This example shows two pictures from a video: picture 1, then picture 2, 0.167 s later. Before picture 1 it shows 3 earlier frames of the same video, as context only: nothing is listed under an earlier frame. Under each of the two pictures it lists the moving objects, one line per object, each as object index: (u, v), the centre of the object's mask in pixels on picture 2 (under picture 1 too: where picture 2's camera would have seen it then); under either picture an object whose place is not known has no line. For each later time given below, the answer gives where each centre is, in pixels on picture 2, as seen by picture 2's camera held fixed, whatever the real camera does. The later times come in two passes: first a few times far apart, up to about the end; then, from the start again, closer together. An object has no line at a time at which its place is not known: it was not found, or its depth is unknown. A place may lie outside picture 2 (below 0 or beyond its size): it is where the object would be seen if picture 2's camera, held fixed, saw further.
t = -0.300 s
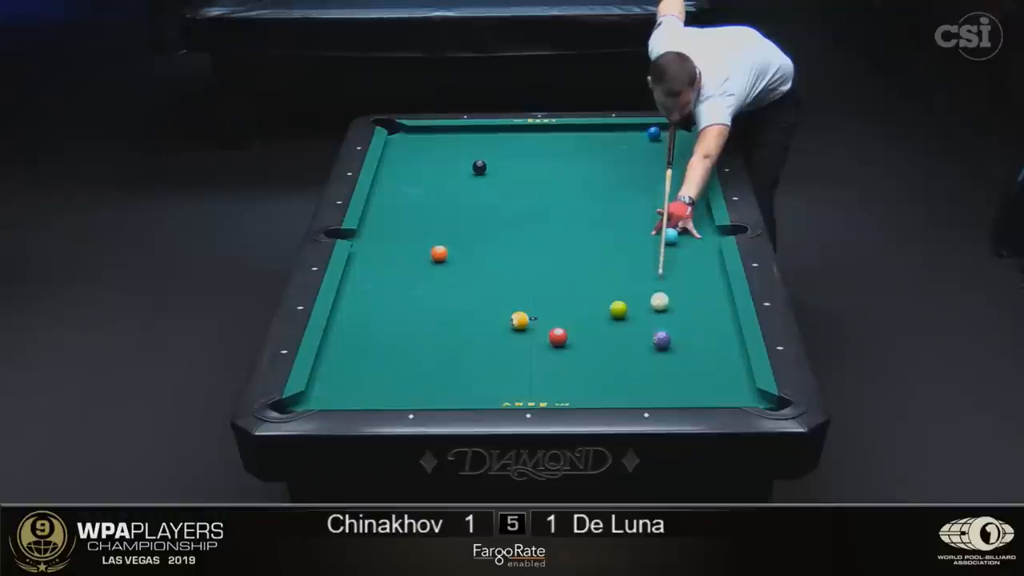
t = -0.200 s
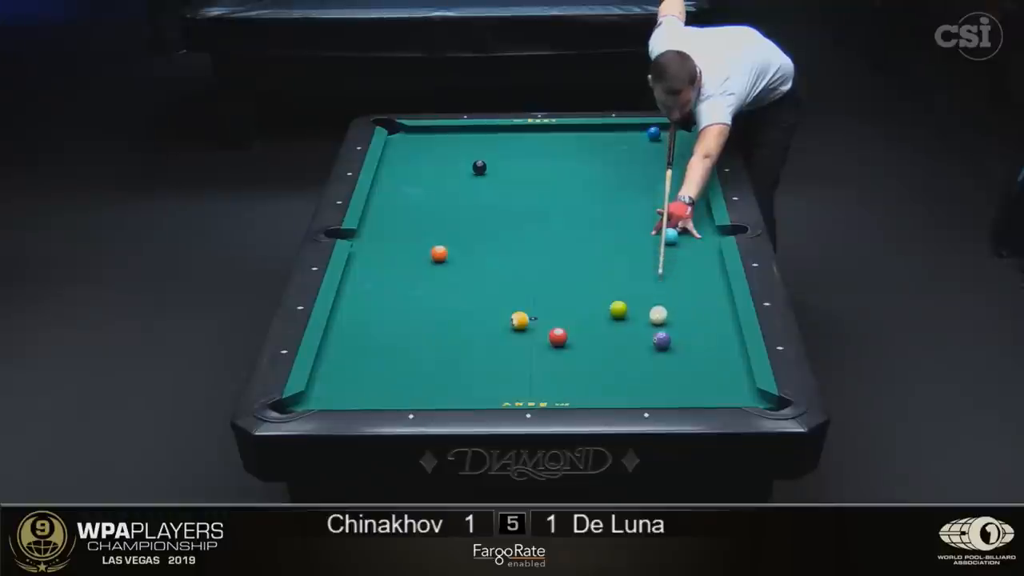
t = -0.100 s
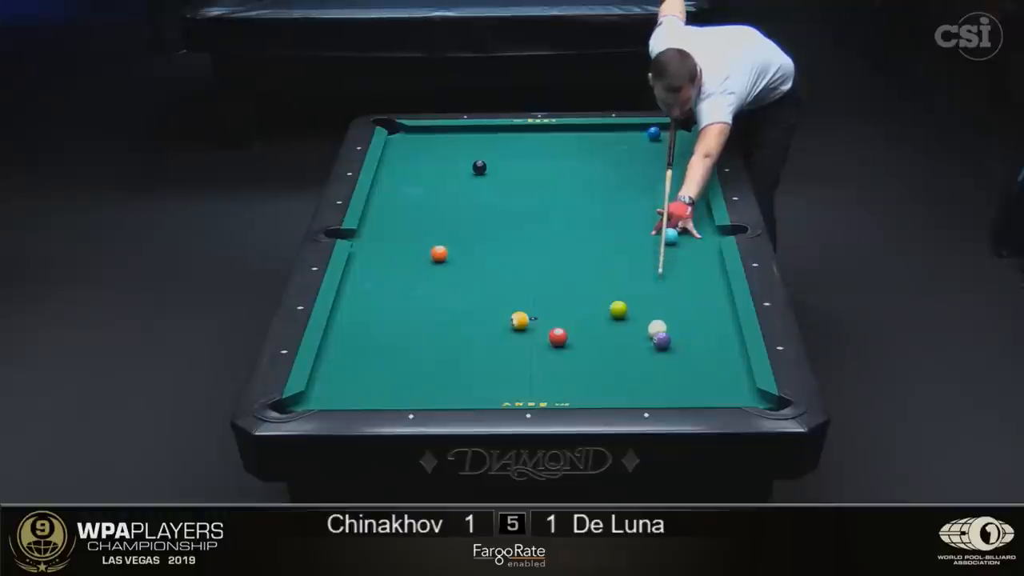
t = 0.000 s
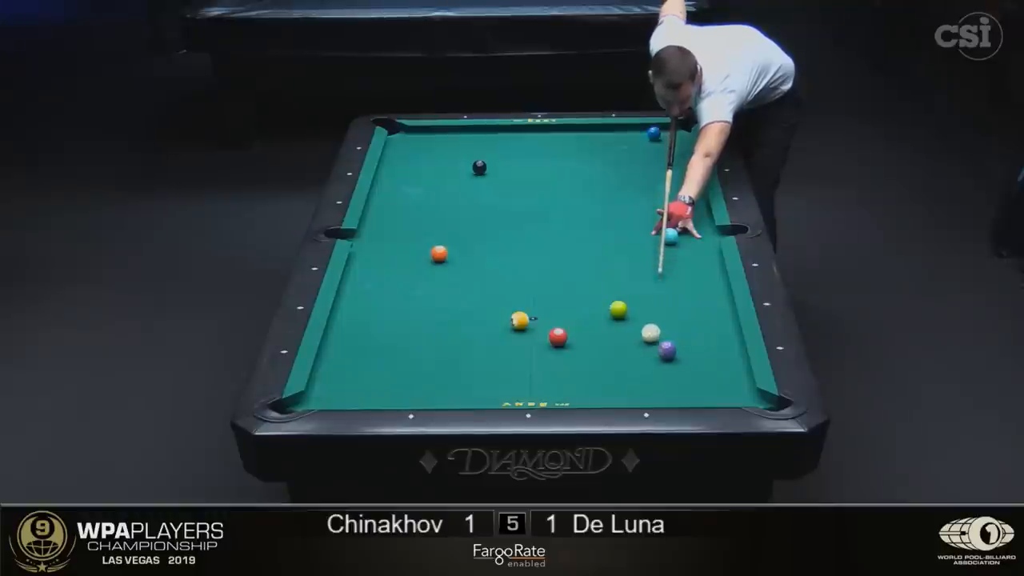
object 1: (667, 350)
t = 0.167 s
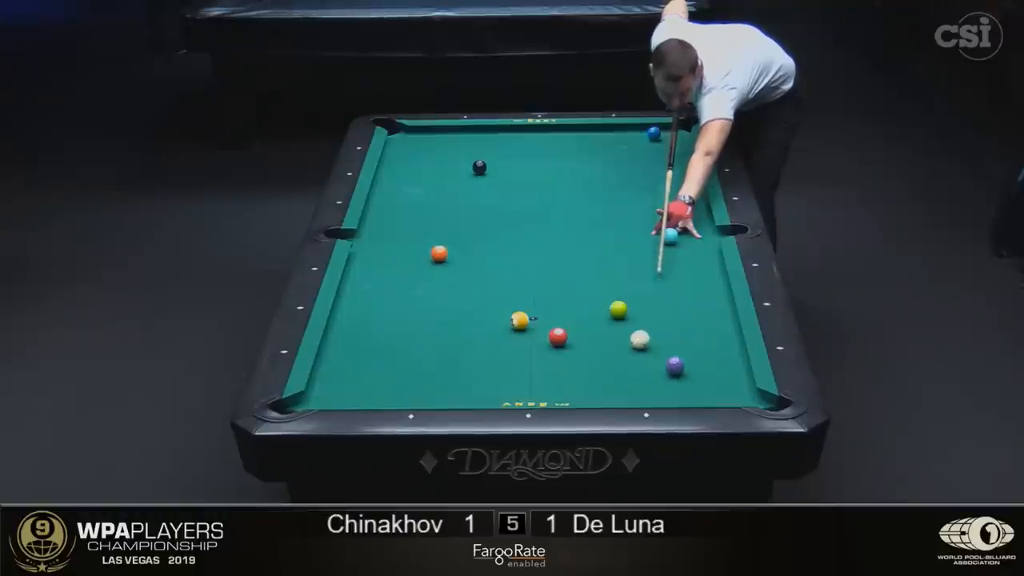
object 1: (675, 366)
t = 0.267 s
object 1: (679, 375)
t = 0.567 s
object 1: (691, 393)
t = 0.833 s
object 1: (693, 380)
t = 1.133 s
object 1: (695, 365)
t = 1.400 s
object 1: (696, 354)
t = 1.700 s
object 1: (698, 342)
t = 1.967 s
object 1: (699, 333)
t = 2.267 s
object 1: (700, 323)
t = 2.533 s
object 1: (701, 316)
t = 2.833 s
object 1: (701, 309)
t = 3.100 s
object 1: (702, 303)
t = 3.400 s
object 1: (703, 297)
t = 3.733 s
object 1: (704, 293)
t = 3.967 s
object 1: (702, 291)
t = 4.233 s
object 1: (701, 288)
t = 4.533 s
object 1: (702, 286)
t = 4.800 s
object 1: (703, 286)
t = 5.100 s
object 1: (703, 286)
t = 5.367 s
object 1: (703, 286)
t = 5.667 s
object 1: (703, 285)
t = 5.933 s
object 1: (703, 285)
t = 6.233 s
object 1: (703, 286)
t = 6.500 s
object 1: (703, 285)
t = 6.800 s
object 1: (703, 286)
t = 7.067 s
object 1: (703, 286)
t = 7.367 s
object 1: (703, 286)
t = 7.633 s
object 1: (703, 286)
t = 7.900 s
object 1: (703, 286)
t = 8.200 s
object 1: (703, 286)
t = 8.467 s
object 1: (704, 286)
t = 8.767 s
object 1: (704, 286)
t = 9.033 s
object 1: (703, 286)
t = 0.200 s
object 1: (676, 369)
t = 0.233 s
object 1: (678, 372)
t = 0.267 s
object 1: (679, 375)
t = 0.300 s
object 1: (681, 378)
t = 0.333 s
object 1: (682, 382)
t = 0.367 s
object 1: (684, 385)
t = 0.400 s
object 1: (686, 387)
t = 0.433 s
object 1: (687, 390)
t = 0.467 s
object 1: (689, 392)
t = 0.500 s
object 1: (690, 394)
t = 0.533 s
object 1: (691, 394)
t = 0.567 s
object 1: (691, 393)
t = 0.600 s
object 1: (692, 392)
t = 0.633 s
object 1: (692, 391)
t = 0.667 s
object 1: (692, 390)
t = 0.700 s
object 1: (692, 389)
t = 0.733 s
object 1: (693, 386)
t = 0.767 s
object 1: (693, 384)
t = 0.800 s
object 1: (693, 382)
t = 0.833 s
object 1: (693, 380)
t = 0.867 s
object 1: (693, 379)
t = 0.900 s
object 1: (694, 377)
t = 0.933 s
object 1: (694, 375)
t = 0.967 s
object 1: (694, 374)
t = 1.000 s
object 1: (694, 372)
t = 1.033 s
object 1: (694, 370)
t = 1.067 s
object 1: (694, 368)
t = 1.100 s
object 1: (694, 367)
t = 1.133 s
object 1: (695, 365)
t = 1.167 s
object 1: (695, 364)
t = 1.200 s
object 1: (695, 363)
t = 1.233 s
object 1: (695, 361)
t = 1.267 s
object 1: (695, 360)
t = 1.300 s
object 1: (696, 359)
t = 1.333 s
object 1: (696, 356)
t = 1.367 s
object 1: (696, 355)
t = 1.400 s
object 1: (696, 354)
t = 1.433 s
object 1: (696, 352)
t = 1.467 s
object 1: (696, 351)
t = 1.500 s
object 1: (697, 350)
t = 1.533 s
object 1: (697, 349)
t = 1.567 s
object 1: (697, 347)
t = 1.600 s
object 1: (697, 346)
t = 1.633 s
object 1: (697, 345)
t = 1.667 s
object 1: (698, 343)
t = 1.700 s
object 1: (698, 342)
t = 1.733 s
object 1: (698, 341)
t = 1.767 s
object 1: (698, 340)
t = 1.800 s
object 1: (698, 338)
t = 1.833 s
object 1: (698, 337)
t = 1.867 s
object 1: (698, 336)
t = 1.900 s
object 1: (699, 335)
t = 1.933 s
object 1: (699, 334)
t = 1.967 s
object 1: (699, 333)
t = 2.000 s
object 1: (699, 331)
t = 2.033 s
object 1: (699, 330)
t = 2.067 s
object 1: (699, 329)
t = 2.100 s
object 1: (699, 328)
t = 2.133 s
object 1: (699, 327)
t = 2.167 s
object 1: (700, 326)
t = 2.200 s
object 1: (700, 325)
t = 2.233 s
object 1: (700, 324)
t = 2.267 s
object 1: (700, 323)
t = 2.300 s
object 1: (700, 322)
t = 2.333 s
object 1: (700, 321)
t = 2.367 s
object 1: (700, 320)
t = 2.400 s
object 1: (700, 319)
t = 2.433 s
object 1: (700, 319)
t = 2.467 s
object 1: (700, 317)
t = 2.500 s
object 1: (700, 317)
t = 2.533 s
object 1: (701, 316)
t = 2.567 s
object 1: (701, 315)
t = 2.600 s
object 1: (701, 314)
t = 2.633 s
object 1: (701, 313)
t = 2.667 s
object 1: (701, 313)
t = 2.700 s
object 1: (701, 312)
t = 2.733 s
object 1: (701, 311)
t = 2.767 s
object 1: (701, 310)
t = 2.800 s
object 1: (701, 310)
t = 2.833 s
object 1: (701, 309)
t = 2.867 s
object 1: (702, 308)
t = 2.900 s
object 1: (702, 307)
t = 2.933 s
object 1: (702, 306)
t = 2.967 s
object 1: (702, 305)
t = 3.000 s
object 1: (702, 305)
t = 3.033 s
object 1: (702, 304)
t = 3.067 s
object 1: (702, 303)
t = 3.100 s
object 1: (702, 303)
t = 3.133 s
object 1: (702, 302)
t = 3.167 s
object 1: (702, 301)
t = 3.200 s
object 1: (702, 301)
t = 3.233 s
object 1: (703, 300)
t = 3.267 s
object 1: (703, 300)
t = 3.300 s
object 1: (703, 299)
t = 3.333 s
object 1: (703, 299)
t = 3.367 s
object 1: (703, 298)
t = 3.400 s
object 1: (703, 297)
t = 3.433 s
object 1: (703, 297)
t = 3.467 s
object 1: (704, 297)
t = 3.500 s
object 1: (704, 296)
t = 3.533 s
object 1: (703, 296)
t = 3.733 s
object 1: (704, 293)
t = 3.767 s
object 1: (702, 293)
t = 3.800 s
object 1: (702, 292)
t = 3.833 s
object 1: (702, 292)
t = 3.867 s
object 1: (702, 292)
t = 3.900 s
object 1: (702, 291)
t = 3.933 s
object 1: (702, 291)
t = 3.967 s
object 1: (702, 291)
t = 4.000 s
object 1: (702, 290)
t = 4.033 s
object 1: (702, 290)
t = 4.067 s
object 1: (702, 290)
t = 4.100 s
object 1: (702, 289)
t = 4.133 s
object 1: (701, 289)
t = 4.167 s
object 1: (701, 289)
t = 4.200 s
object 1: (701, 288)
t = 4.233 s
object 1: (701, 288)
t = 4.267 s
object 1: (702, 288)
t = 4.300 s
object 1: (701, 287)
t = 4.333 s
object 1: (702, 287)
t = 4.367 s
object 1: (702, 287)
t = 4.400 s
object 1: (702, 287)
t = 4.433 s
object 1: (702, 287)
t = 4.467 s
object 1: (702, 287)
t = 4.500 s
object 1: (702, 287)
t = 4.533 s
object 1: (702, 286)
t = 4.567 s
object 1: (702, 286)
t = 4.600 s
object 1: (702, 286)
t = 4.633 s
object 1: (702, 286)
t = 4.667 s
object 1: (702, 286)
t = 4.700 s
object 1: (703, 286)
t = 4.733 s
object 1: (703, 286)
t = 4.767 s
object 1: (703, 286)
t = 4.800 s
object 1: (703, 286)
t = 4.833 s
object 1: (703, 286)
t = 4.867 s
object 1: (703, 286)
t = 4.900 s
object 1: (703, 286)
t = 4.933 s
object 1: (703, 285)
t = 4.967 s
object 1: (703, 285)
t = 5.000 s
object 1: (703, 285)
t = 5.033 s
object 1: (703, 285)
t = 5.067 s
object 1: (703, 285)
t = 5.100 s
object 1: (703, 286)
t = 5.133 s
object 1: (703, 285)
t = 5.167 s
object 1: (703, 285)
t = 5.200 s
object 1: (703, 285)
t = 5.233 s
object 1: (703, 285)
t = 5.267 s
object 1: (703, 285)
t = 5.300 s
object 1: (703, 285)
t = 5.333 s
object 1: (703, 286)
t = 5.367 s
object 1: (703, 286)
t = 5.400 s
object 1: (703, 286)
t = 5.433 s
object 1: (703, 286)
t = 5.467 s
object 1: (703, 286)
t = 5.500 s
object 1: (703, 285)
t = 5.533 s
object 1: (703, 285)
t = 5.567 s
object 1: (703, 285)
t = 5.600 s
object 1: (703, 285)
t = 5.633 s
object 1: (703, 285)
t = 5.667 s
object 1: (703, 285)
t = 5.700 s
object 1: (703, 286)
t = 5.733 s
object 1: (703, 286)
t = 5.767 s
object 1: (703, 286)
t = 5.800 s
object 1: (703, 286)
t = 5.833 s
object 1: (703, 285)
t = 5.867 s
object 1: (703, 285)
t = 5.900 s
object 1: (703, 285)
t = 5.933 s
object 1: (703, 285)
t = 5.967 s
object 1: (703, 285)
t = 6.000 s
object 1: (703, 285)
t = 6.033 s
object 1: (703, 286)
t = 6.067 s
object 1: (703, 286)
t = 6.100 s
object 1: (703, 286)
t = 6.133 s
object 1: (703, 286)
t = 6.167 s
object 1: (703, 286)
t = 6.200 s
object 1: (703, 285)
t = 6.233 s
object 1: (703, 286)
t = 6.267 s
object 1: (703, 286)
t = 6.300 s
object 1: (703, 286)
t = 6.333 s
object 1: (703, 286)
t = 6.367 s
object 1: (703, 286)
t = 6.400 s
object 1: (703, 286)
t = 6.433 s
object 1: (703, 285)
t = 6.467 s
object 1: (703, 285)
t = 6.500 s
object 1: (703, 285)
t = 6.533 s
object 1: (703, 285)
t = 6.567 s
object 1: (703, 285)
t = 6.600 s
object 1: (703, 285)
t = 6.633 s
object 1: (703, 285)
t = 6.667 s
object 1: (703, 285)
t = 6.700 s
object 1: (703, 286)
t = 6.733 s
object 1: (703, 286)
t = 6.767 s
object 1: (703, 286)
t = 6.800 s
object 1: (703, 286)
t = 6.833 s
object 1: (703, 286)
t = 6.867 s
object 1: (703, 286)
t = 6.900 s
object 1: (703, 286)
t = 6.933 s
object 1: (703, 285)
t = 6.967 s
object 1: (703, 285)
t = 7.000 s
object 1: (703, 286)
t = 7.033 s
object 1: (703, 286)
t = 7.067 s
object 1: (703, 286)
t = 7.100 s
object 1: (703, 286)
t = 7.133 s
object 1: (703, 286)
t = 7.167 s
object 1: (703, 286)
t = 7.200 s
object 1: (703, 286)
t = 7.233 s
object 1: (703, 286)
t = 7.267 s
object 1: (703, 286)
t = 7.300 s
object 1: (703, 286)
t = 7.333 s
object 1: (703, 286)
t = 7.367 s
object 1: (703, 286)
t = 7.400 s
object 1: (703, 286)
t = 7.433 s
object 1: (703, 286)
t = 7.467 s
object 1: (703, 286)
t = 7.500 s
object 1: (703, 286)
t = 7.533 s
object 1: (703, 286)
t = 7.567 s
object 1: (703, 286)
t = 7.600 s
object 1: (703, 286)
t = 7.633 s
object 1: (703, 286)
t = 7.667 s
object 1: (703, 286)
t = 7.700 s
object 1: (703, 286)
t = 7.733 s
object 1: (703, 286)
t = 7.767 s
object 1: (703, 286)
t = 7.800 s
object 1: (703, 286)
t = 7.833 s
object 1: (703, 286)
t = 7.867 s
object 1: (703, 286)
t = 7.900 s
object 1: (703, 286)
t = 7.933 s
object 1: (703, 286)
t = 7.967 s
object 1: (705, 286)
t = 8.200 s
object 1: (703, 286)
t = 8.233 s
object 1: (704, 286)
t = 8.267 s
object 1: (704, 286)
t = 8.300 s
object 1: (704, 286)
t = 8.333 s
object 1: (704, 286)
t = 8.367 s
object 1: (704, 286)
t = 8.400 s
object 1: (704, 286)
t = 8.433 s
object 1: (704, 286)
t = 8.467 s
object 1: (704, 286)
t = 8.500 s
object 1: (704, 286)
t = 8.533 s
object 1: (704, 286)
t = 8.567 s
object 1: (704, 286)
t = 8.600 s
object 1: (704, 286)
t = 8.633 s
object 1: (704, 286)
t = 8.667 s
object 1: (704, 286)
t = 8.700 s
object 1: (704, 286)
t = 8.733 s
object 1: (704, 286)
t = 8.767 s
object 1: (704, 286)
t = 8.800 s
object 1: (704, 286)
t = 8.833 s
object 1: (703, 286)
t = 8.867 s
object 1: (704, 286)
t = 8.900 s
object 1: (704, 285)
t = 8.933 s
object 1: (703, 285)
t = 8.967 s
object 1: (704, 285)
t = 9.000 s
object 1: (704, 285)
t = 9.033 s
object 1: (703, 286)
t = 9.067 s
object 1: (703, 286)
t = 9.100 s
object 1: (704, 286)
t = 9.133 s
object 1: (704, 286)
